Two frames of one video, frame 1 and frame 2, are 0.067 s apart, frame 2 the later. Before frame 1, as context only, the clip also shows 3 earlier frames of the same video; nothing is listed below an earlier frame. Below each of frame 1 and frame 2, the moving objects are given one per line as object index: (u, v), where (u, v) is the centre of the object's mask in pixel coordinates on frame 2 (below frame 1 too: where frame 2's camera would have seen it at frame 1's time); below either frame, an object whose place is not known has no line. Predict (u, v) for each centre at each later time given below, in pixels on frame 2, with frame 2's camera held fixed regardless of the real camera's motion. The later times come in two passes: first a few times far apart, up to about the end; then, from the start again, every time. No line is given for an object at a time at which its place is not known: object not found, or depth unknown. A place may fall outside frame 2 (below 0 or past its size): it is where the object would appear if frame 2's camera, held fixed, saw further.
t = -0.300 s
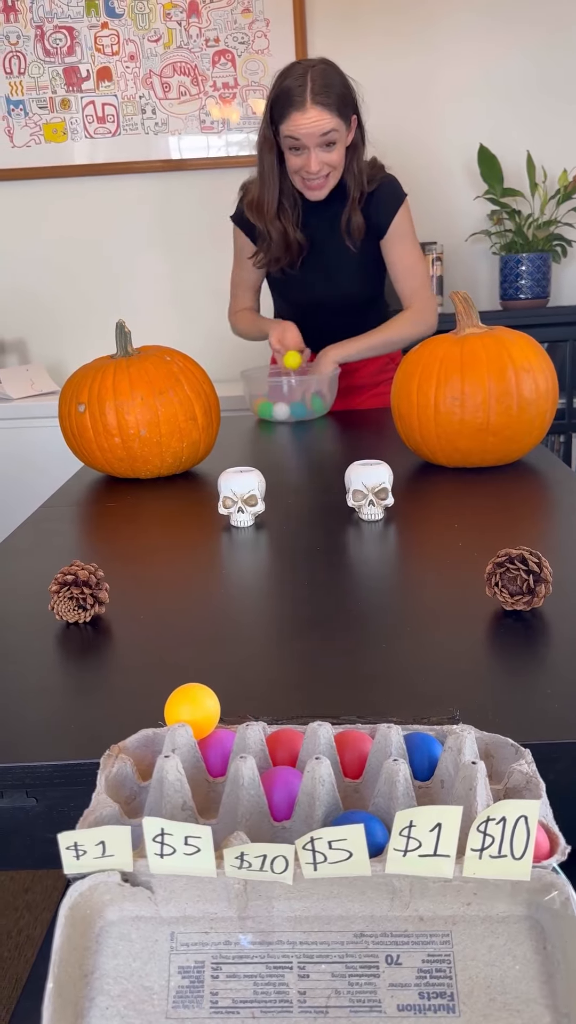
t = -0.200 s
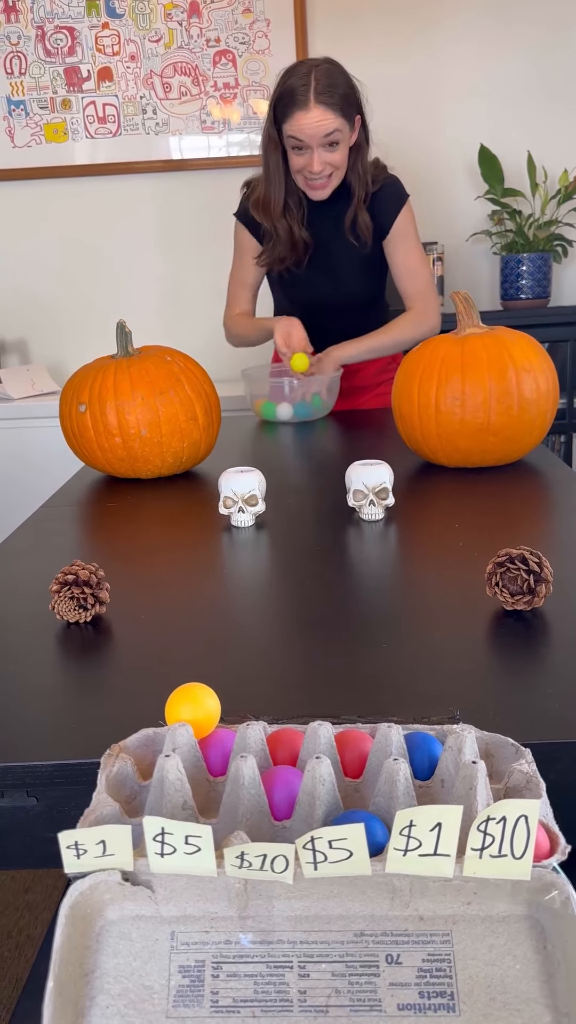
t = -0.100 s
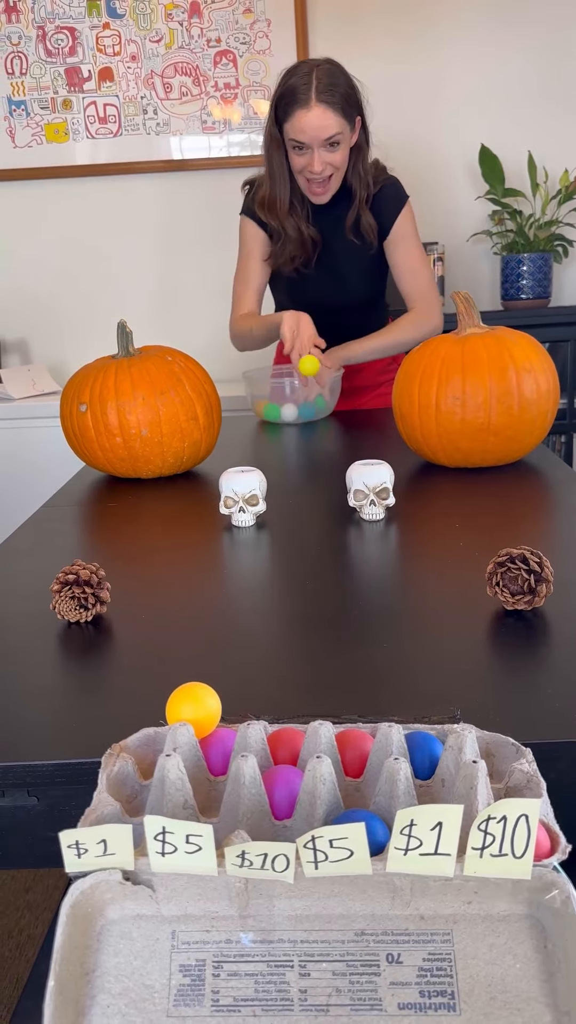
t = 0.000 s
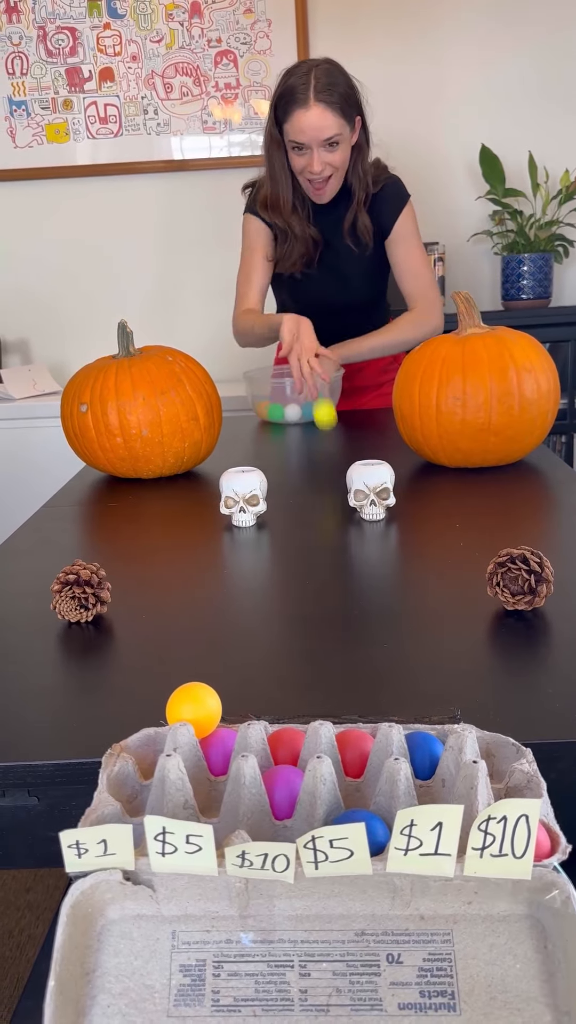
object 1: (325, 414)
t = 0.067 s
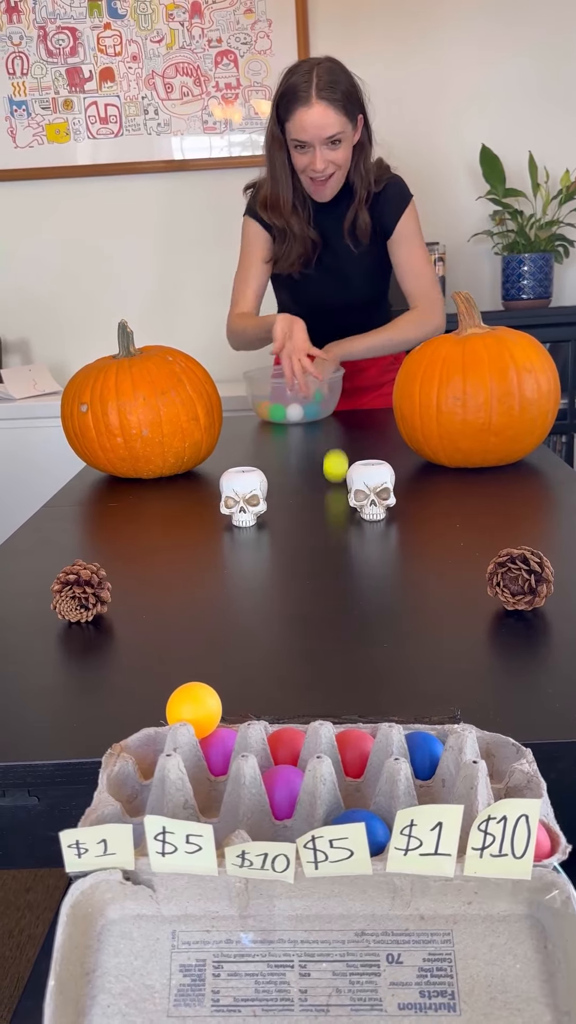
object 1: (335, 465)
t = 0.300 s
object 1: (345, 473)
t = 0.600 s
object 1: (357, 621)
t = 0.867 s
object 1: (332, 709)
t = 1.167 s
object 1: (291, 743)
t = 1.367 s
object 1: (298, 742)
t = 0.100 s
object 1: (336, 446)
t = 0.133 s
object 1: (337, 432)
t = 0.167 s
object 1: (338, 425)
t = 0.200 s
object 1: (340, 426)
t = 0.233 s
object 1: (341, 433)
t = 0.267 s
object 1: (343, 448)
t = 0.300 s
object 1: (345, 473)
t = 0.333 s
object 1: (349, 509)
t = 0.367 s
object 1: (352, 530)
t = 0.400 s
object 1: (351, 519)
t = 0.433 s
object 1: (351, 515)
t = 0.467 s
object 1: (351, 518)
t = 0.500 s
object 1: (352, 535)
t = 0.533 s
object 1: (353, 561)
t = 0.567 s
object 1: (355, 598)
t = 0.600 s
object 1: (357, 621)
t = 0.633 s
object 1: (359, 613)
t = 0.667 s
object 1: (361, 613)
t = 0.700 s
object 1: (364, 629)
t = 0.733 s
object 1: (368, 660)
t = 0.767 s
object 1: (370, 696)
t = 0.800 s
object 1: (349, 700)
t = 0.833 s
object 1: (339, 700)
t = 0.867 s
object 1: (332, 709)
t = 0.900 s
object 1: (326, 726)
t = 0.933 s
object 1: (323, 727)
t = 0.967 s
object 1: (317, 727)
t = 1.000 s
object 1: (310, 729)
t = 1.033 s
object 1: (303, 735)
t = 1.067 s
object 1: (296, 742)
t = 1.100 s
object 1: (292, 742)
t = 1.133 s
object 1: (291, 742)
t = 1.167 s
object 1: (291, 743)
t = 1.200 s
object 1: (294, 744)
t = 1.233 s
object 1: (295, 743)
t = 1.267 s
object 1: (297, 742)
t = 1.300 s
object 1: (298, 742)
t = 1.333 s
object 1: (298, 742)
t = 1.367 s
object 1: (298, 742)
